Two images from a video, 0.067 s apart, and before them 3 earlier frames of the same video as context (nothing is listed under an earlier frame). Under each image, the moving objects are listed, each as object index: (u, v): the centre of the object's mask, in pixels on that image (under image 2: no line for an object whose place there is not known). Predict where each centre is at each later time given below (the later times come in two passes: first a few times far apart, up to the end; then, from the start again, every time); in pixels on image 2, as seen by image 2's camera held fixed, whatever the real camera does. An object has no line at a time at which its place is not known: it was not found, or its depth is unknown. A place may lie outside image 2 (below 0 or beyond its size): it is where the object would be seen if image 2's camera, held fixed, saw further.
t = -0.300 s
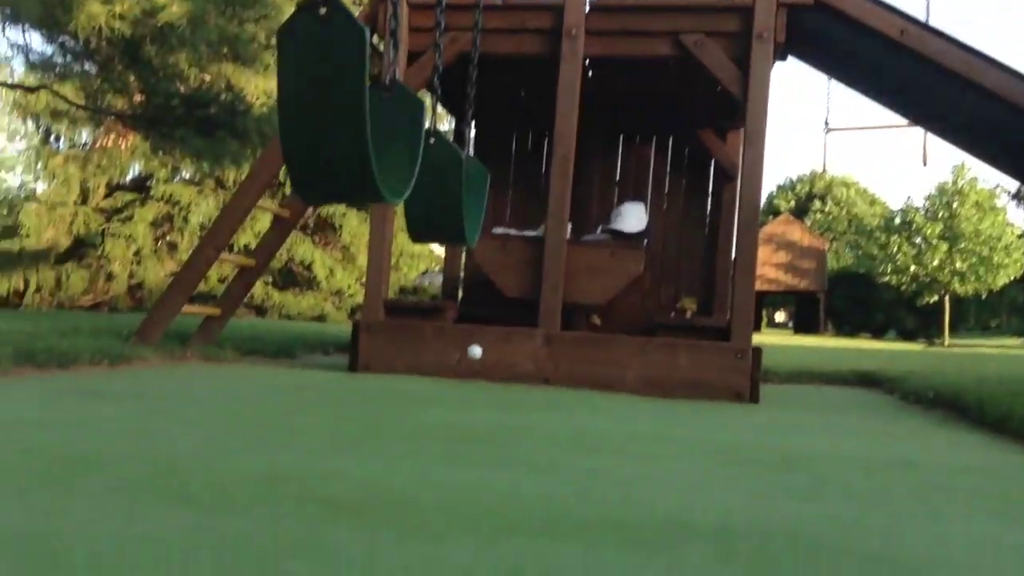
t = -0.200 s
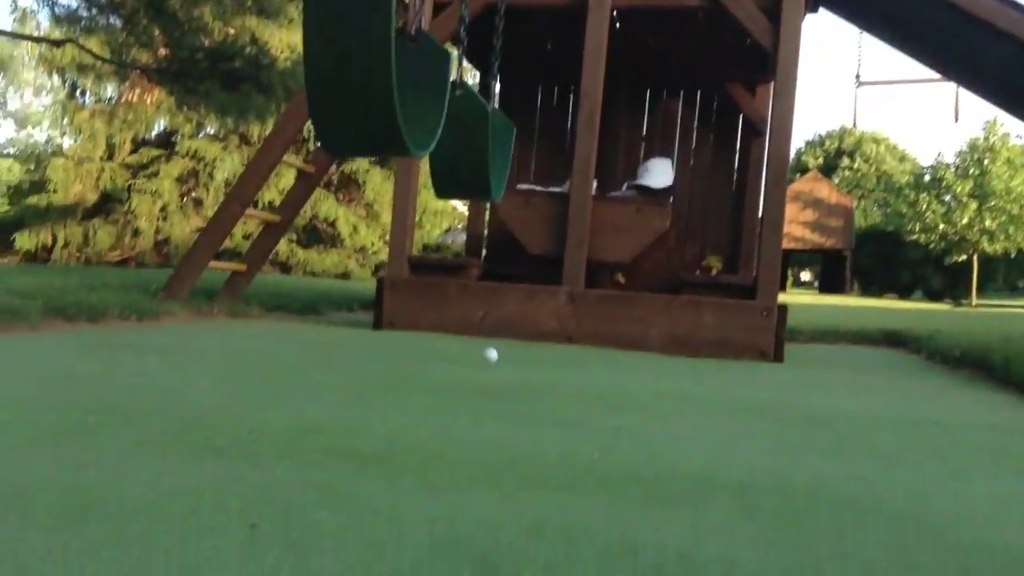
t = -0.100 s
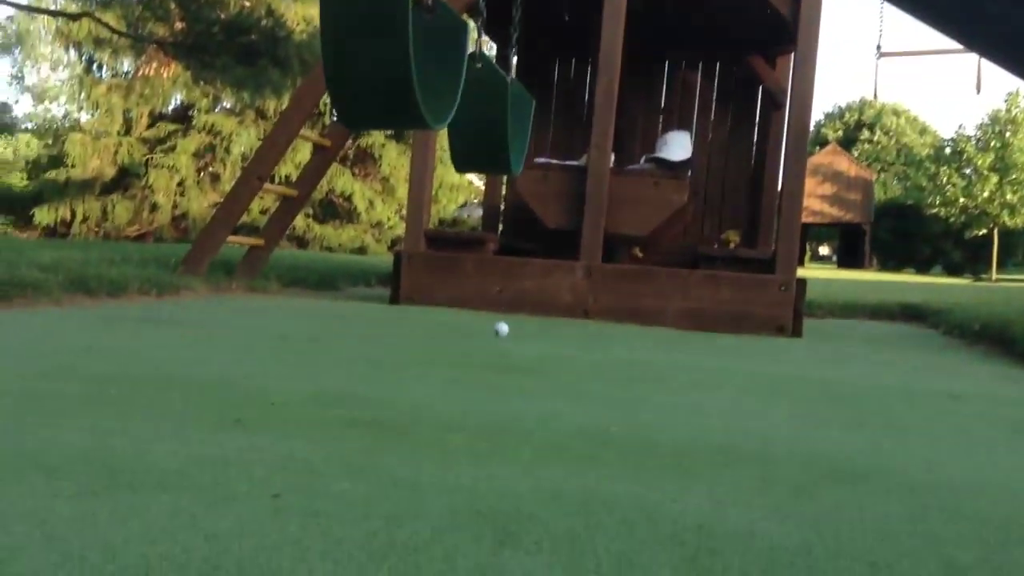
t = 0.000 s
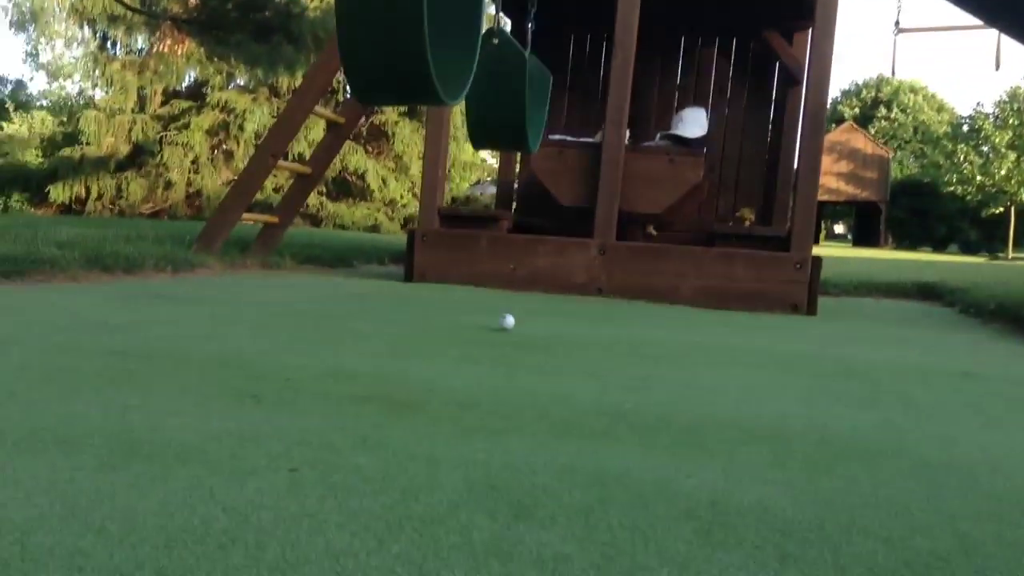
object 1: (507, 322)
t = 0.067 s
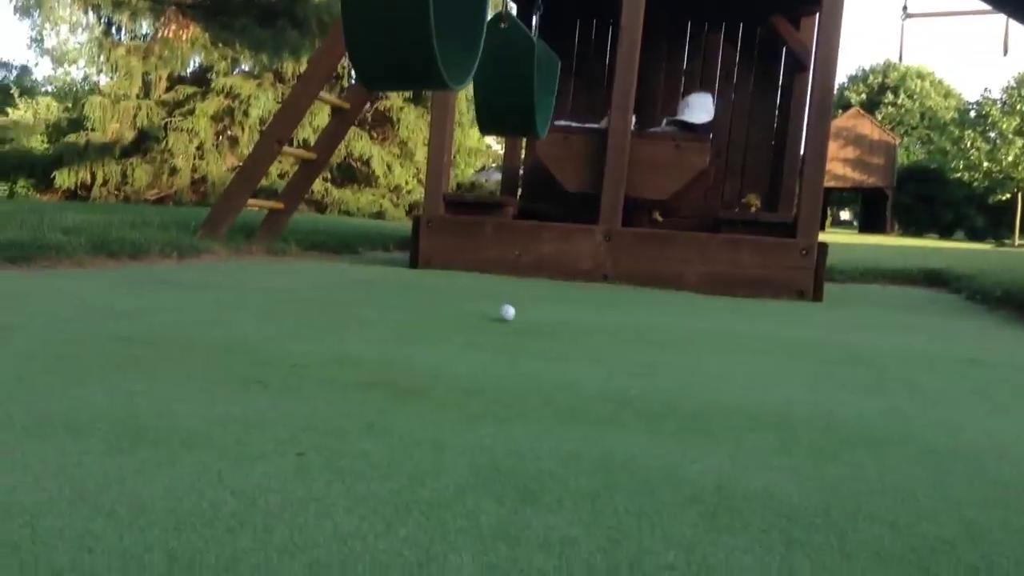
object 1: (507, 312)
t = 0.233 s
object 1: (492, 323)
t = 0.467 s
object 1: (472, 336)
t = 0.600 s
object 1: (461, 346)
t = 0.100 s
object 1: (504, 314)
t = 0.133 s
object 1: (501, 316)
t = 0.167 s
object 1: (498, 317)
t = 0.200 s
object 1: (495, 319)
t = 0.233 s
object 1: (492, 323)
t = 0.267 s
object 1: (489, 324)
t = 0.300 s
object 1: (486, 326)
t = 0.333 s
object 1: (484, 328)
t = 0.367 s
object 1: (481, 329)
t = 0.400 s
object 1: (478, 331)
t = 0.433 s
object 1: (475, 334)
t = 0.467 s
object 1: (472, 336)
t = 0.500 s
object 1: (468, 339)
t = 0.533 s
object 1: (466, 341)
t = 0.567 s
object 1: (463, 343)
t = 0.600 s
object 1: (461, 346)
